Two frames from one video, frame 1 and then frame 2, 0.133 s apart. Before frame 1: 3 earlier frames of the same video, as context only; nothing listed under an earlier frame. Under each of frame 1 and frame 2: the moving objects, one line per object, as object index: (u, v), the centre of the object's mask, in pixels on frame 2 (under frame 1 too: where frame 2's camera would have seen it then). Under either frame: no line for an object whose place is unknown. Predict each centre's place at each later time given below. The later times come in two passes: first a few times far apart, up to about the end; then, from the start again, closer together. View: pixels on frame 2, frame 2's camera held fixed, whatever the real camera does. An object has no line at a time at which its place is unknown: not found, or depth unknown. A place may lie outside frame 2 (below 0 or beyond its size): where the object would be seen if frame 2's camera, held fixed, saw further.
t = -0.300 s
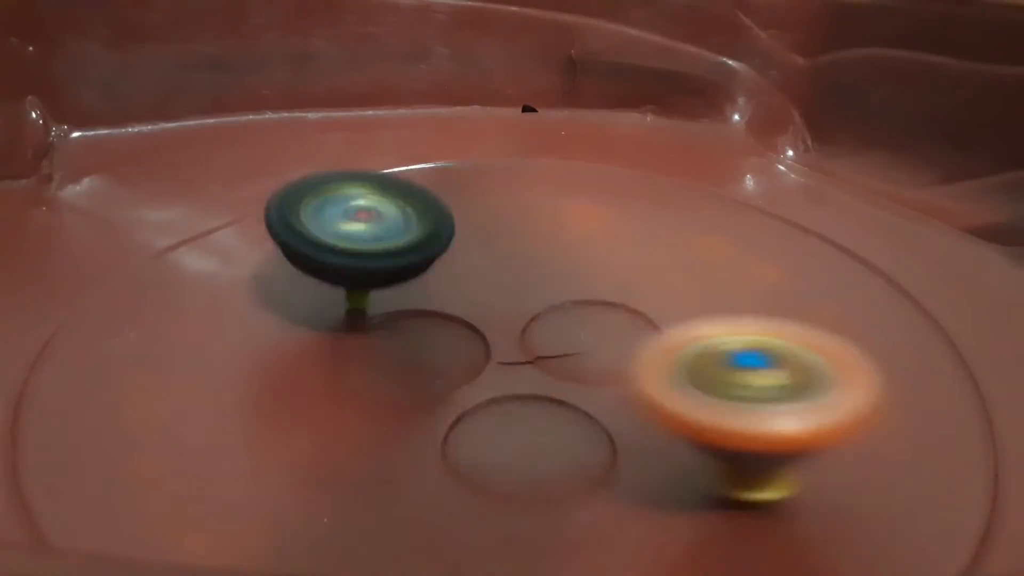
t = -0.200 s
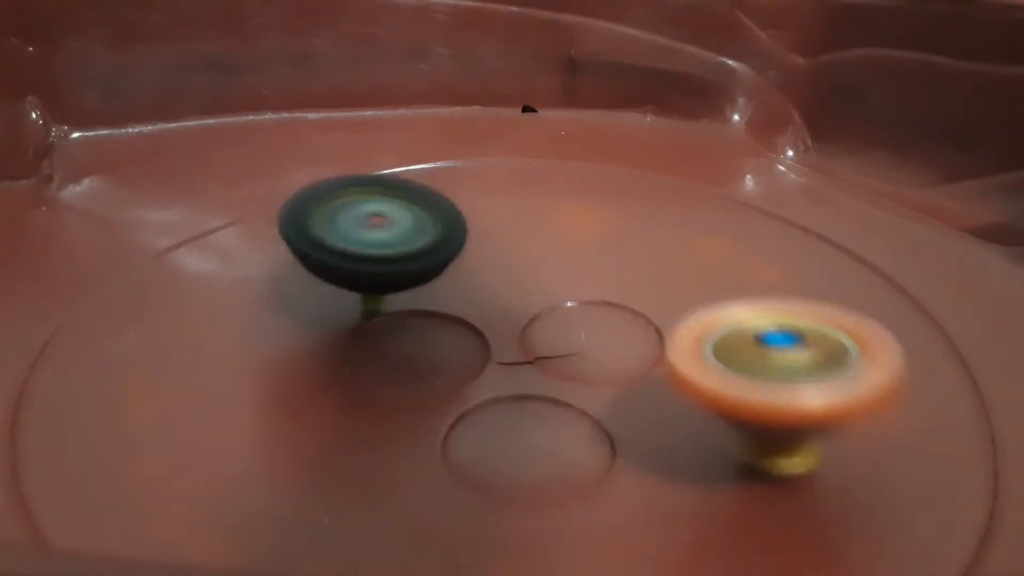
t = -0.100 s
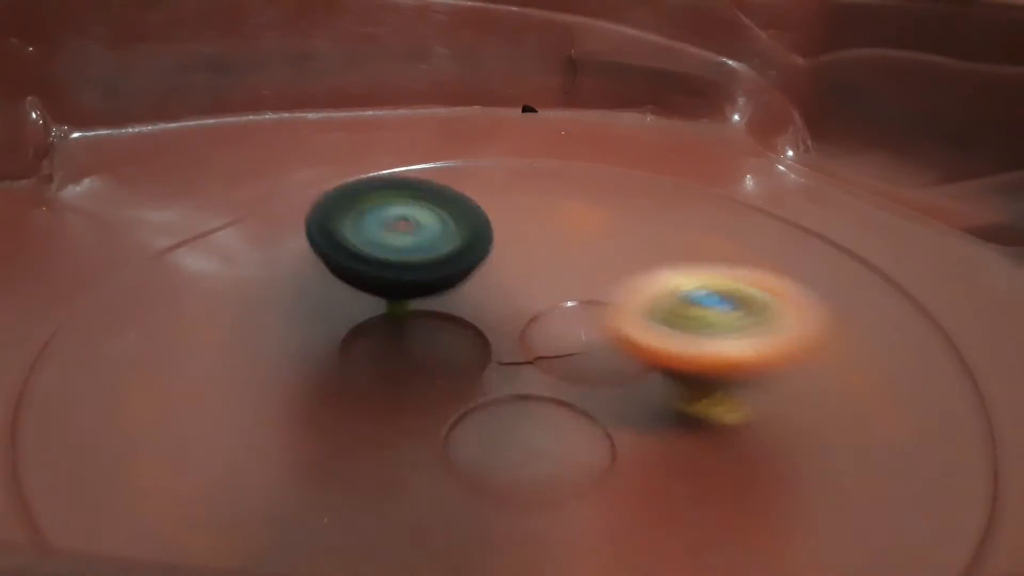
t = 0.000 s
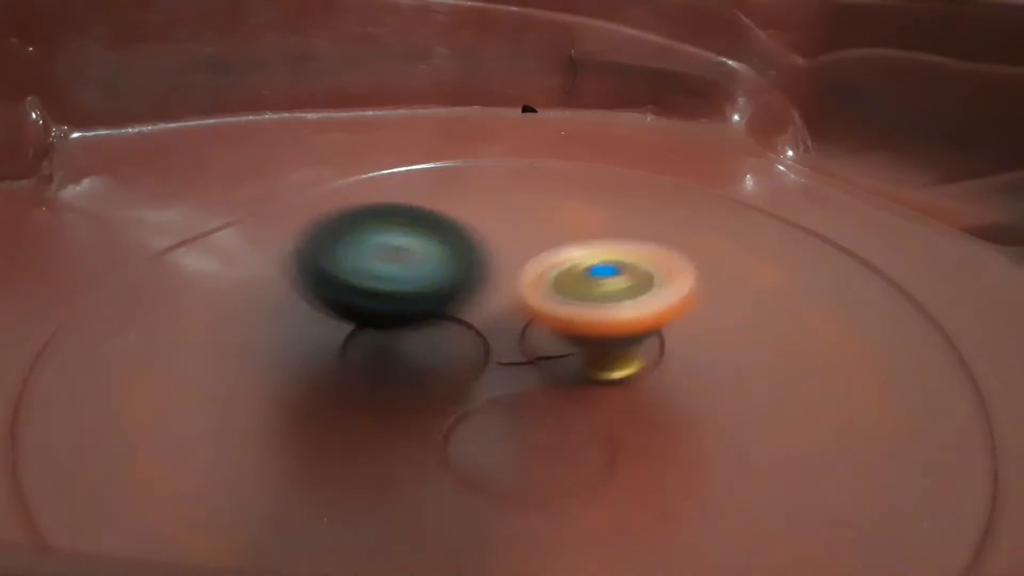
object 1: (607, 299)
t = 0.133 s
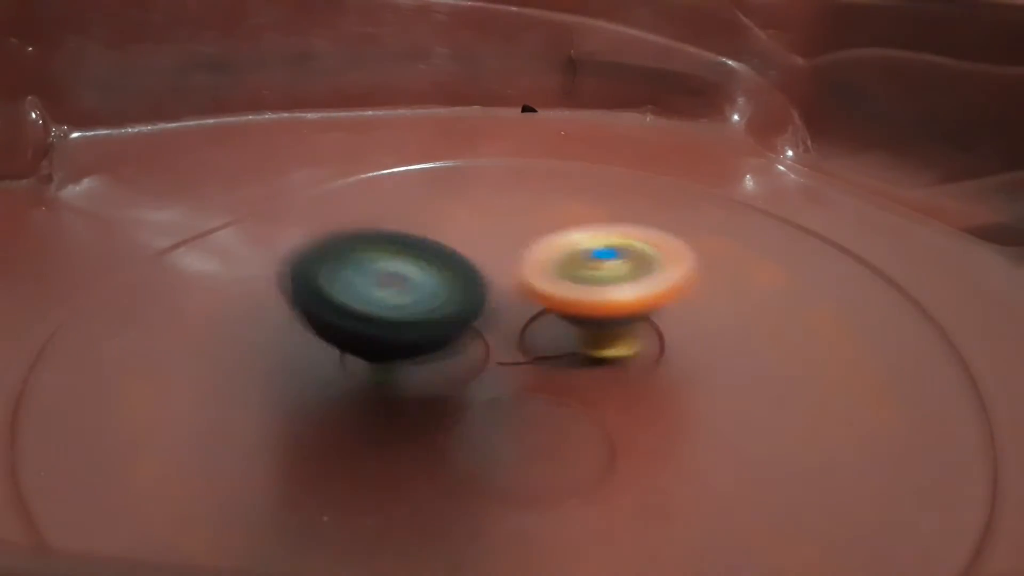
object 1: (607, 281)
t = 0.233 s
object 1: (595, 275)
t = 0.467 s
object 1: (639, 259)
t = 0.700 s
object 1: (521, 325)
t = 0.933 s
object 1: (663, 403)
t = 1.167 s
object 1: (810, 295)
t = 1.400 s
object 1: (517, 251)
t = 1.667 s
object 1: (572, 447)
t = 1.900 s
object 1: (974, 396)
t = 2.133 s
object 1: (768, 247)
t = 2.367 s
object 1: (480, 142)
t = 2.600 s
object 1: (271, 158)
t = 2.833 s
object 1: (306, 338)
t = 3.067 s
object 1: (930, 371)
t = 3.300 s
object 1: (949, 190)
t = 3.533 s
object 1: (596, 176)
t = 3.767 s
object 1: (156, 341)
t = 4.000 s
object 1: (554, 535)
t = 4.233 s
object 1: (937, 313)
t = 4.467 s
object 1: (594, 132)
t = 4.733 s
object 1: (95, 132)
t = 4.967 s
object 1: (154, 308)
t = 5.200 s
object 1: (881, 445)
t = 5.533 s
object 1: (942, 272)
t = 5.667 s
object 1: (718, 270)
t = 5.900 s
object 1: (379, 292)
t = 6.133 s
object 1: (158, 339)
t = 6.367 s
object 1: (257, 415)
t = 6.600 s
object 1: (559, 318)
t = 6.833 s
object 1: (606, 226)
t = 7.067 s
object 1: (499, 191)
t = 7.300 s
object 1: (428, 292)
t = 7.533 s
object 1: (419, 299)
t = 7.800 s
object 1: (406, 308)
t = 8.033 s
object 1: (397, 291)
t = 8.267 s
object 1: (422, 302)
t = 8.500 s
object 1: (400, 268)
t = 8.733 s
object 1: (444, 297)
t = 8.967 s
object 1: (396, 272)
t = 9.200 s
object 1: (445, 299)
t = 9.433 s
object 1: (370, 288)
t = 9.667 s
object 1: (460, 281)
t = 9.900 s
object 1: (363, 296)
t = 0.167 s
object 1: (591, 277)
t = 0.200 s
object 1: (594, 275)
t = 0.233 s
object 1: (595, 275)
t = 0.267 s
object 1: (590, 278)
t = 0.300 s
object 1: (616, 281)
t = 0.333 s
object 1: (648, 274)
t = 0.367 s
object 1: (663, 265)
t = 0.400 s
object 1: (664, 264)
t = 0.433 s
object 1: (657, 260)
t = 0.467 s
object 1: (639, 259)
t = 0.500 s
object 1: (608, 261)
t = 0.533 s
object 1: (569, 266)
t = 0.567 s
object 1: (537, 267)
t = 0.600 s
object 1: (524, 274)
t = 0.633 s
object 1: (516, 286)
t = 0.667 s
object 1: (515, 304)
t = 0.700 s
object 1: (521, 325)
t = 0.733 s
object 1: (525, 359)
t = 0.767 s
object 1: (536, 386)
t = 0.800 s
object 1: (556, 402)
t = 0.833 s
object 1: (573, 406)
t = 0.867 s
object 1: (596, 406)
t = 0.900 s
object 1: (626, 404)
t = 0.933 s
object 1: (663, 403)
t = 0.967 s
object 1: (703, 397)
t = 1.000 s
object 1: (746, 389)
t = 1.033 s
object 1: (787, 374)
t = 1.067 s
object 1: (818, 357)
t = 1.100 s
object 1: (832, 337)
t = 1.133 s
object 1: (828, 315)
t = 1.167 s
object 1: (810, 295)
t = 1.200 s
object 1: (782, 276)
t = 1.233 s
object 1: (743, 262)
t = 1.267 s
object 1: (693, 248)
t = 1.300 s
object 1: (634, 237)
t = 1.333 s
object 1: (571, 231)
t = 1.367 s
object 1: (533, 238)
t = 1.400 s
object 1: (517, 251)
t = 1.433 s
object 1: (502, 268)
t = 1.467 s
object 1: (491, 286)
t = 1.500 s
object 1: (481, 305)
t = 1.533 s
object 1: (471, 332)
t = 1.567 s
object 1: (467, 371)
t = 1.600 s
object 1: (484, 395)
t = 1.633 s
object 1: (520, 423)
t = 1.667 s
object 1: (572, 447)
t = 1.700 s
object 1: (638, 459)
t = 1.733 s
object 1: (715, 466)
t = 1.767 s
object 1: (797, 469)
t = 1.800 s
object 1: (872, 466)
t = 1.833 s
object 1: (922, 455)
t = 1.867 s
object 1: (955, 431)
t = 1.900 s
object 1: (974, 396)
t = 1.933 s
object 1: (980, 368)
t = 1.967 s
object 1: (977, 344)
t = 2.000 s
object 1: (964, 321)
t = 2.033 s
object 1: (938, 300)
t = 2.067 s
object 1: (899, 277)
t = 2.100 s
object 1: (837, 259)
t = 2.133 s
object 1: (768, 247)
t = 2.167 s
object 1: (700, 234)
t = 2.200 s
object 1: (630, 222)
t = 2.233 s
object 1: (555, 218)
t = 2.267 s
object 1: (501, 204)
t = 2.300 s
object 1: (494, 177)
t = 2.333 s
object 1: (489, 158)
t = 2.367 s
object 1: (480, 142)
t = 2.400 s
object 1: (465, 132)
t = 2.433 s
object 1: (444, 127)
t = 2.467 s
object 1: (415, 126)
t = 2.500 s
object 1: (381, 129)
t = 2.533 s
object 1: (345, 134)
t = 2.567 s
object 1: (307, 143)
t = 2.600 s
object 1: (271, 158)
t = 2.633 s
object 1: (240, 169)
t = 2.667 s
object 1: (218, 186)
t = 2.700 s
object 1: (210, 205)
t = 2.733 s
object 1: (210, 228)
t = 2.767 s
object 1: (225, 260)
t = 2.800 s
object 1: (255, 297)
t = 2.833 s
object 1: (306, 338)
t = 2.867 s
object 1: (366, 376)
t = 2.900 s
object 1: (462, 415)
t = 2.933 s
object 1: (553, 429)
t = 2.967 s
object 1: (663, 433)
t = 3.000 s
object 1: (774, 424)
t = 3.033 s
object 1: (876, 402)
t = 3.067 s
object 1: (930, 371)
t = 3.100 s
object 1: (967, 335)
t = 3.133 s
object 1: (985, 311)
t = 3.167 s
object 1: (989, 276)
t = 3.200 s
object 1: (987, 246)
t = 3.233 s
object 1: (981, 227)
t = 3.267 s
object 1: (967, 206)
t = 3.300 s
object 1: (949, 190)
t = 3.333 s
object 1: (921, 176)
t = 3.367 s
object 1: (879, 164)
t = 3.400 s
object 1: (829, 162)
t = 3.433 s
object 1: (782, 156)
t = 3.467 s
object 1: (720, 161)
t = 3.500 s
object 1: (656, 170)
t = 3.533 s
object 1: (596, 176)
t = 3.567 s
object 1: (530, 189)
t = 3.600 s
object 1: (460, 207)
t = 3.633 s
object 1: (388, 232)
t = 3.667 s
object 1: (324, 248)
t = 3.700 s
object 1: (261, 274)
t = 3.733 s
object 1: (203, 304)
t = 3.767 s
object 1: (156, 341)
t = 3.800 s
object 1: (131, 384)
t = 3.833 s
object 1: (126, 436)
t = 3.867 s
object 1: (150, 471)
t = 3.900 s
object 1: (208, 497)
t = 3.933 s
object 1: (297, 518)
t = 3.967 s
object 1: (413, 533)
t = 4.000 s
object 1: (554, 535)
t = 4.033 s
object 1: (685, 529)
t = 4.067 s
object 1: (800, 516)
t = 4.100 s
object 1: (874, 496)
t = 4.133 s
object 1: (924, 466)
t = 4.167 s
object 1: (946, 421)
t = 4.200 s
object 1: (947, 361)
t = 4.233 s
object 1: (937, 313)
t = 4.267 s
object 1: (916, 264)
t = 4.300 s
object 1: (873, 233)
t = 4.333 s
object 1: (821, 204)
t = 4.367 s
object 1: (767, 183)
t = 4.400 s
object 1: (708, 164)
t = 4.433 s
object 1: (650, 147)
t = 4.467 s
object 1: (594, 132)
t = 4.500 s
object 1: (538, 120)
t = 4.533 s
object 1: (478, 111)
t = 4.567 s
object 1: (416, 111)
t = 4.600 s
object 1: (354, 113)
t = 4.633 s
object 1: (288, 116)
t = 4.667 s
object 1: (225, 120)
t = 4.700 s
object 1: (158, 123)
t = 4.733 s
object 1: (95, 132)
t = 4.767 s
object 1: (64, 138)
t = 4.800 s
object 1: (57, 151)
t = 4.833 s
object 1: (59, 175)
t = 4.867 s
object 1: (68, 196)
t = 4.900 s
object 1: (85, 223)
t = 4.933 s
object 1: (112, 264)
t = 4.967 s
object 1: (154, 308)
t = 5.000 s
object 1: (223, 352)
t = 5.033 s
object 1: (303, 393)
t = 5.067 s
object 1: (401, 425)
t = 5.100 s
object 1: (529, 445)
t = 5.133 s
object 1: (652, 454)
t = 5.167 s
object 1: (794, 455)
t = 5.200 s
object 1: (881, 445)
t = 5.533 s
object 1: (942, 272)
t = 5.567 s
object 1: (902, 269)
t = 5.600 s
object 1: (846, 267)
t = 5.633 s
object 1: (780, 268)
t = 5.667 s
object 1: (718, 270)
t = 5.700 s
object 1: (658, 275)
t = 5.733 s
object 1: (596, 281)
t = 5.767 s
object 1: (542, 279)
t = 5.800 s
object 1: (503, 268)
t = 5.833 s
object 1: (467, 278)
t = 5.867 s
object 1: (427, 291)
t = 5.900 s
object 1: (379, 292)
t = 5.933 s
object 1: (340, 288)
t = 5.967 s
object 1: (308, 290)
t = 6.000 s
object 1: (274, 296)
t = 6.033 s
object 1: (246, 306)
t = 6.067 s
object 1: (214, 317)
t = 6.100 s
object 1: (184, 327)
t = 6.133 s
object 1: (158, 339)
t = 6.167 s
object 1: (139, 351)
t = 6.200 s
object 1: (131, 364)
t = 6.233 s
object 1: (132, 378)
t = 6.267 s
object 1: (143, 391)
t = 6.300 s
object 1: (170, 402)
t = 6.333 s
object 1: (208, 410)
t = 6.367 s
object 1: (257, 415)
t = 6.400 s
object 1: (310, 412)
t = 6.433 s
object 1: (365, 402)
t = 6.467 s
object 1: (418, 391)
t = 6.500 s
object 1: (463, 377)
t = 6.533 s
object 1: (508, 362)
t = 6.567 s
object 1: (535, 338)
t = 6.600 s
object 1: (559, 318)
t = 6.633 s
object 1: (571, 309)
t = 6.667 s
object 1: (585, 301)
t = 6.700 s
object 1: (606, 288)
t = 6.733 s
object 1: (621, 268)
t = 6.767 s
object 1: (625, 249)
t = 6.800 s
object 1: (618, 235)
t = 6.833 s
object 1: (606, 226)
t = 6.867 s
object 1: (590, 217)
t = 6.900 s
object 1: (575, 210)
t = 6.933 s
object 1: (561, 202)
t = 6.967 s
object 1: (546, 194)
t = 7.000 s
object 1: (531, 190)
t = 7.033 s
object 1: (515, 189)
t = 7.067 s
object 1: (499, 191)
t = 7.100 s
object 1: (481, 198)
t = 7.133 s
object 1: (464, 210)
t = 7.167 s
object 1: (451, 225)
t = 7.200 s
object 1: (443, 239)
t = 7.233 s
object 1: (440, 256)
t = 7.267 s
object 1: (432, 277)
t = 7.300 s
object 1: (428, 292)
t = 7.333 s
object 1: (431, 306)
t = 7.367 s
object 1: (436, 308)
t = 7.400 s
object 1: (438, 307)
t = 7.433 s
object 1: (435, 306)
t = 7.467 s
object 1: (430, 304)
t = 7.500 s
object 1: (424, 300)
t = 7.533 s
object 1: (419, 299)
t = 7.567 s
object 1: (412, 300)
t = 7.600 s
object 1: (406, 305)
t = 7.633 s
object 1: (402, 312)
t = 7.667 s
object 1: (402, 314)
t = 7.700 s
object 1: (406, 313)
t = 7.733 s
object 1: (410, 310)
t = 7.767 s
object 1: (410, 308)
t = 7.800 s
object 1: (406, 308)
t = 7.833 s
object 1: (402, 310)
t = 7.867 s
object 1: (404, 313)
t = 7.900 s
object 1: (412, 312)
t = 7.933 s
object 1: (417, 307)
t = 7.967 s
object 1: (417, 302)
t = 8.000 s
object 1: (408, 296)
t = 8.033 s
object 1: (397, 291)
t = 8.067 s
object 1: (385, 293)
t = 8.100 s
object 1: (375, 292)
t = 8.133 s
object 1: (373, 296)
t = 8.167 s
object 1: (380, 303)
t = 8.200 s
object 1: (394, 307)
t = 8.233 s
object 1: (409, 306)
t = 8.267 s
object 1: (422, 302)
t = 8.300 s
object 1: (430, 295)
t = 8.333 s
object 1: (431, 289)
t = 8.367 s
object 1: (430, 282)
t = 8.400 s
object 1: (426, 273)
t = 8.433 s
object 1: (419, 268)
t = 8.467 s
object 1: (409, 265)
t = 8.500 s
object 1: (400, 268)
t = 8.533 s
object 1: (391, 275)
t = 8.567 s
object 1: (389, 283)
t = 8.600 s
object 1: (395, 291)
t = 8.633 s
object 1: (405, 296)
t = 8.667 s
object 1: (417, 299)
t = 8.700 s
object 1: (431, 299)
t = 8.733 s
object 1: (444, 297)
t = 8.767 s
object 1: (453, 292)
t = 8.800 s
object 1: (458, 284)
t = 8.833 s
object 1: (456, 276)
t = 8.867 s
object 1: (447, 268)
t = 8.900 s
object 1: (431, 264)
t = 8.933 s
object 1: (413, 265)
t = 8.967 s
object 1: (396, 272)
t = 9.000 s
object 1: (387, 282)
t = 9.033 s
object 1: (382, 291)
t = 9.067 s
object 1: (384, 303)
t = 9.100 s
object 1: (395, 312)
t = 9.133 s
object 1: (412, 313)
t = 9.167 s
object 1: (430, 309)
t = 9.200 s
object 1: (445, 299)
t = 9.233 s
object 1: (451, 289)
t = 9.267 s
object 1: (445, 279)
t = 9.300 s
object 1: (432, 274)
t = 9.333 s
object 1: (416, 272)
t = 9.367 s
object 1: (396, 276)
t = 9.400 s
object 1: (380, 280)
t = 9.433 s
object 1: (370, 288)
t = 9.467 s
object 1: (369, 299)
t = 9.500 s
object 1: (380, 310)
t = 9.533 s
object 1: (405, 314)
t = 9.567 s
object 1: (431, 311)
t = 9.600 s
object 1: (451, 302)
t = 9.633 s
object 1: (461, 293)
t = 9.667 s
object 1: (460, 281)
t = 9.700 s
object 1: (452, 269)
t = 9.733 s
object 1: (435, 261)
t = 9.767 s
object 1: (413, 256)
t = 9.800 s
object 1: (392, 261)
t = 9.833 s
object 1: (374, 270)
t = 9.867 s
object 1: (364, 283)
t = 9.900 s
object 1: (363, 296)
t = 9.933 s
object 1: (380, 309)
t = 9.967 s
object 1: (413, 318)
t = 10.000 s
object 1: (450, 304)
